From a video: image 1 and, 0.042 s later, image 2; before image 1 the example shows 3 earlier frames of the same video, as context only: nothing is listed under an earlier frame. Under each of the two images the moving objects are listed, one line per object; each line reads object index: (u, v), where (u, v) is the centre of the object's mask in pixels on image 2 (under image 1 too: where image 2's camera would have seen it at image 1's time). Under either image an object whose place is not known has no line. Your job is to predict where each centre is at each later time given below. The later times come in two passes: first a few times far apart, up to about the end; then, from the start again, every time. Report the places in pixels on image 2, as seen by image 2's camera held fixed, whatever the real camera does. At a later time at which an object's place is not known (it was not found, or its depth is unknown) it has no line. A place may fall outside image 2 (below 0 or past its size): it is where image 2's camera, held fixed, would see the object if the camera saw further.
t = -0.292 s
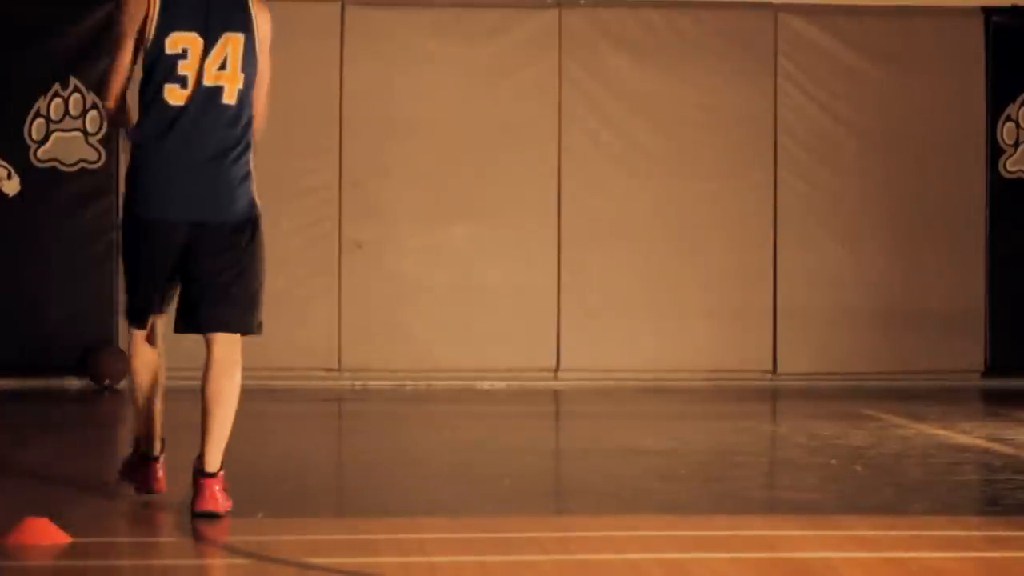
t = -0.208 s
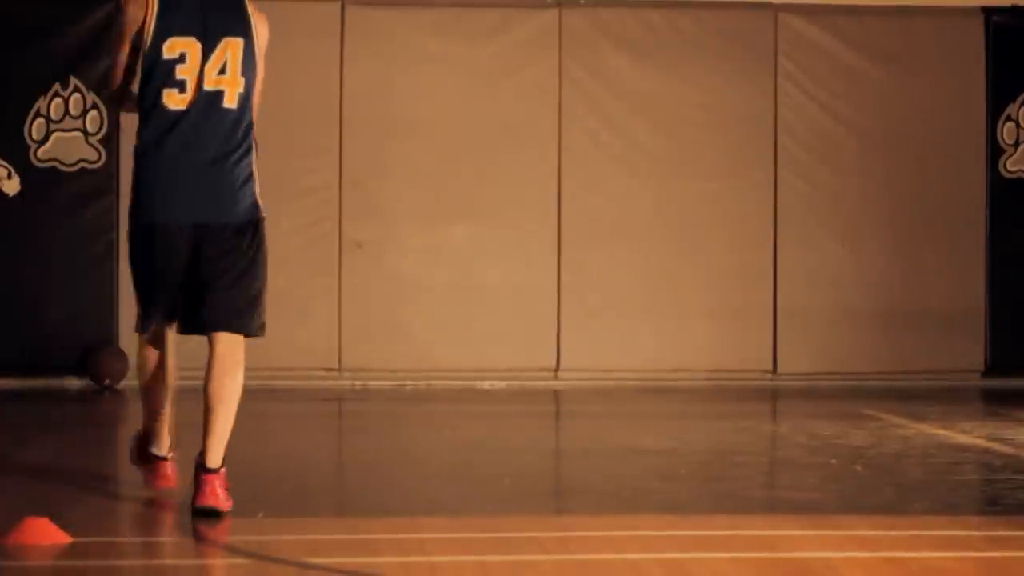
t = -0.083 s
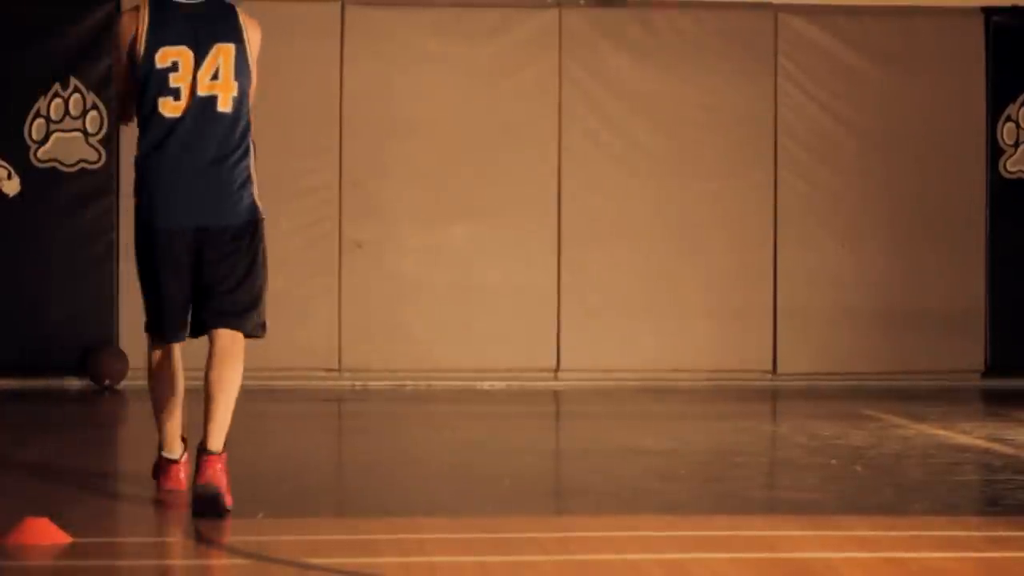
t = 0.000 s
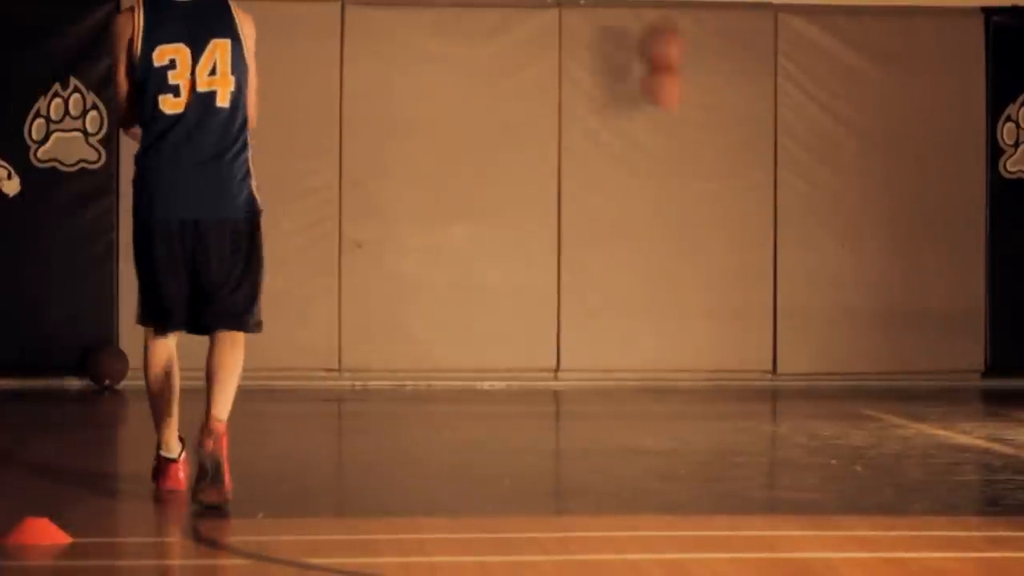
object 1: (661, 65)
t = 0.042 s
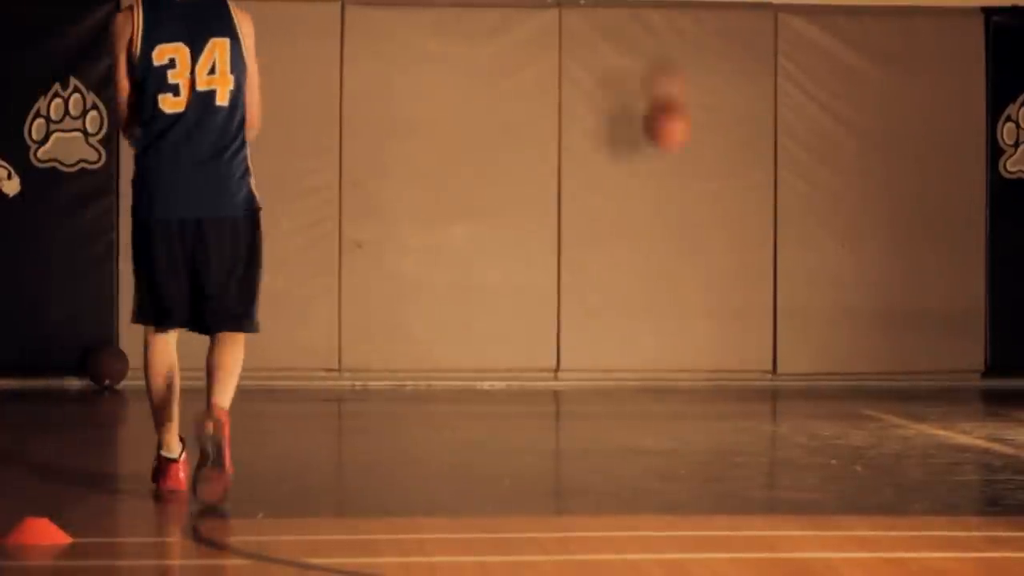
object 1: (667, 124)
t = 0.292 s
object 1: (677, 322)
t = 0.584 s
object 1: (680, 112)
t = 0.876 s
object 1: (679, 55)
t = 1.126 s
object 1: (679, 136)
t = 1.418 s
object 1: (676, 373)
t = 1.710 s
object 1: (685, 212)
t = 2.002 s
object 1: (692, 213)
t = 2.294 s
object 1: (698, 374)
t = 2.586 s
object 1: (704, 267)
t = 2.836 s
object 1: (708, 297)
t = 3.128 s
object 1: (706, 332)
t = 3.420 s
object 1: (696, 326)
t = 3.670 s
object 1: (689, 350)
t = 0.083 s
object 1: (668, 166)
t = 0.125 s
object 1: (670, 210)
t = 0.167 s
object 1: (671, 277)
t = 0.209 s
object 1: (675, 352)
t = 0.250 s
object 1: (675, 368)
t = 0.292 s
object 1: (677, 322)
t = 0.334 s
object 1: (676, 286)
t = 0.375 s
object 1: (677, 243)
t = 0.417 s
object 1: (678, 215)
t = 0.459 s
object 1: (678, 189)
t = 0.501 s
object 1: (677, 156)
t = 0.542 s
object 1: (679, 129)
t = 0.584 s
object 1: (680, 112)
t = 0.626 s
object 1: (679, 95)
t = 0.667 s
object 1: (680, 79)
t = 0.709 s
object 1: (679, 67)
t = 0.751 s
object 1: (679, 59)
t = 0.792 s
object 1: (679, 55)
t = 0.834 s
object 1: (679, 54)
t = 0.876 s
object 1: (679, 55)
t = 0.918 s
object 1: (679, 61)
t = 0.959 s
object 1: (680, 69)
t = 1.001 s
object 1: (680, 83)
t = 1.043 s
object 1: (680, 98)
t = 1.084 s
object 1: (679, 116)
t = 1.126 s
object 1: (679, 136)
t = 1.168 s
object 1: (678, 165)
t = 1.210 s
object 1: (678, 200)
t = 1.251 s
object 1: (678, 228)
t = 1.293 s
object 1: (677, 257)
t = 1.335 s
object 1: (676, 304)
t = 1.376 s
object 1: (675, 342)
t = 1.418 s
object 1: (676, 373)
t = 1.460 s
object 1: (676, 338)
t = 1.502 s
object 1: (678, 312)
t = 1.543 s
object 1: (681, 284)
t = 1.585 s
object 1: (682, 264)
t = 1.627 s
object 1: (682, 242)
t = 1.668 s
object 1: (684, 227)
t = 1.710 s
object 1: (685, 212)
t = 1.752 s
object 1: (686, 204)
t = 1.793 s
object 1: (687, 196)
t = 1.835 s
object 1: (688, 193)
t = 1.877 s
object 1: (689, 192)
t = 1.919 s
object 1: (690, 196)
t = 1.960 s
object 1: (691, 202)
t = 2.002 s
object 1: (692, 213)
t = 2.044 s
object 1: (693, 226)
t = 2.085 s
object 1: (694, 243)
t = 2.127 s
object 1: (695, 260)
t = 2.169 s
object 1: (696, 287)
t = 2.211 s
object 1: (696, 313)
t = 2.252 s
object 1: (697, 348)
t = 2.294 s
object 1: (698, 374)
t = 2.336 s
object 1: (698, 361)
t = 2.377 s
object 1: (700, 333)
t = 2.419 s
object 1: (701, 316)
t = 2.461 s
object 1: (701, 298)
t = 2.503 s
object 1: (702, 285)
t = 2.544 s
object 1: (703, 274)
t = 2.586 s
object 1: (704, 267)
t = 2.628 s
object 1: (705, 264)
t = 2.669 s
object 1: (705, 264)
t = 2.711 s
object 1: (706, 267)
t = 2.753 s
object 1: (706, 274)
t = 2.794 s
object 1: (708, 283)
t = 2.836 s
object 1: (708, 297)
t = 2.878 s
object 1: (709, 314)
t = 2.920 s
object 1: (710, 337)
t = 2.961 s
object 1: (710, 357)
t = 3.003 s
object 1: (711, 378)
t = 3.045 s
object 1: (710, 362)
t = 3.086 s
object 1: (708, 346)
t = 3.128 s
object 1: (706, 332)
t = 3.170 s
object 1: (705, 321)
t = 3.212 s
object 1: (704, 312)
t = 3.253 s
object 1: (702, 308)
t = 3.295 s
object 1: (701, 308)
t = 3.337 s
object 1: (699, 310)
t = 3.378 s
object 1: (698, 316)
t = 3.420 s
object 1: (696, 326)
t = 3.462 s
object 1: (695, 338)
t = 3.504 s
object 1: (693, 355)
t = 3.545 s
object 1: (691, 375)
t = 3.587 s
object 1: (691, 379)
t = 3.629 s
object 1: (690, 362)
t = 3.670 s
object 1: (689, 350)
